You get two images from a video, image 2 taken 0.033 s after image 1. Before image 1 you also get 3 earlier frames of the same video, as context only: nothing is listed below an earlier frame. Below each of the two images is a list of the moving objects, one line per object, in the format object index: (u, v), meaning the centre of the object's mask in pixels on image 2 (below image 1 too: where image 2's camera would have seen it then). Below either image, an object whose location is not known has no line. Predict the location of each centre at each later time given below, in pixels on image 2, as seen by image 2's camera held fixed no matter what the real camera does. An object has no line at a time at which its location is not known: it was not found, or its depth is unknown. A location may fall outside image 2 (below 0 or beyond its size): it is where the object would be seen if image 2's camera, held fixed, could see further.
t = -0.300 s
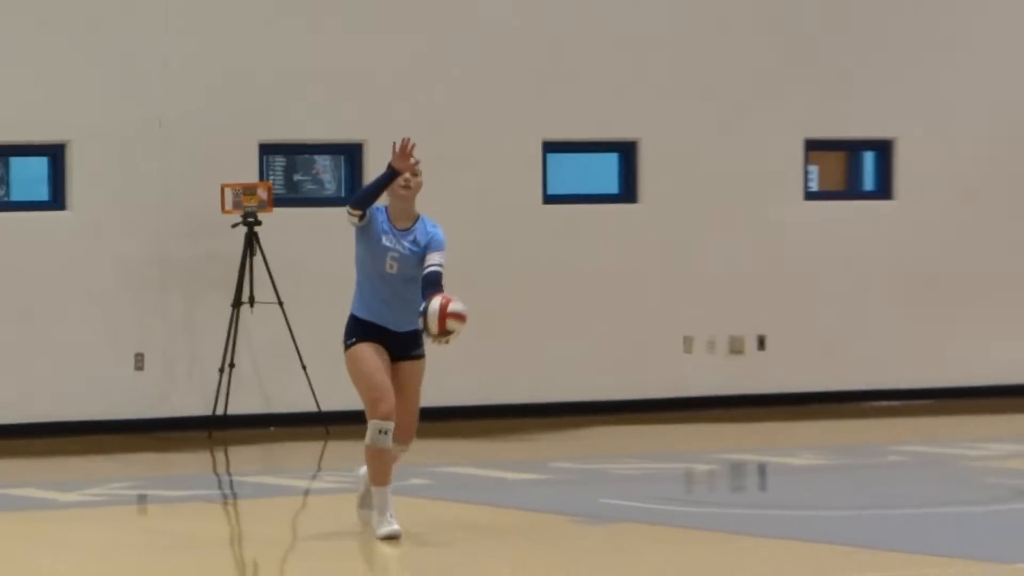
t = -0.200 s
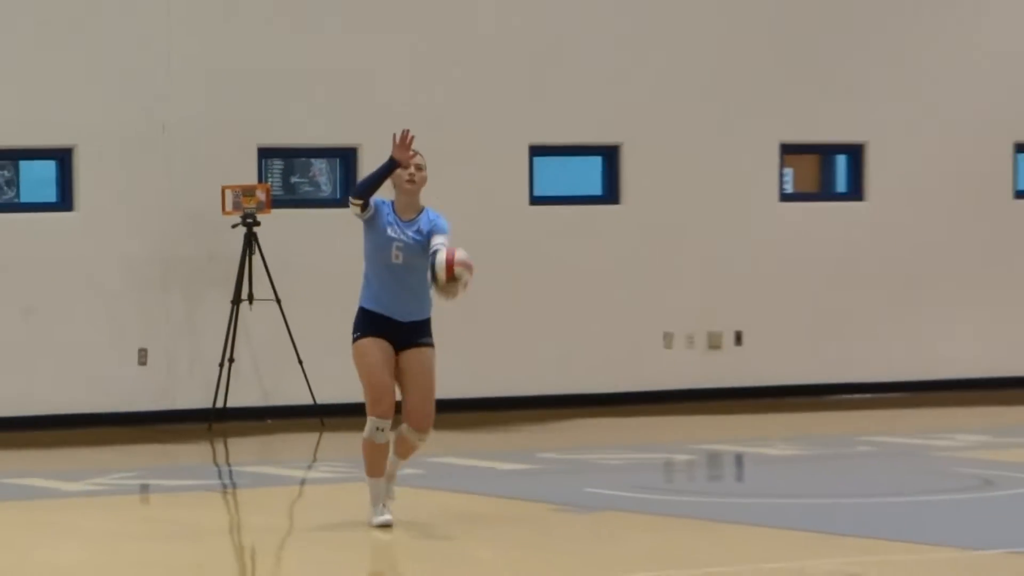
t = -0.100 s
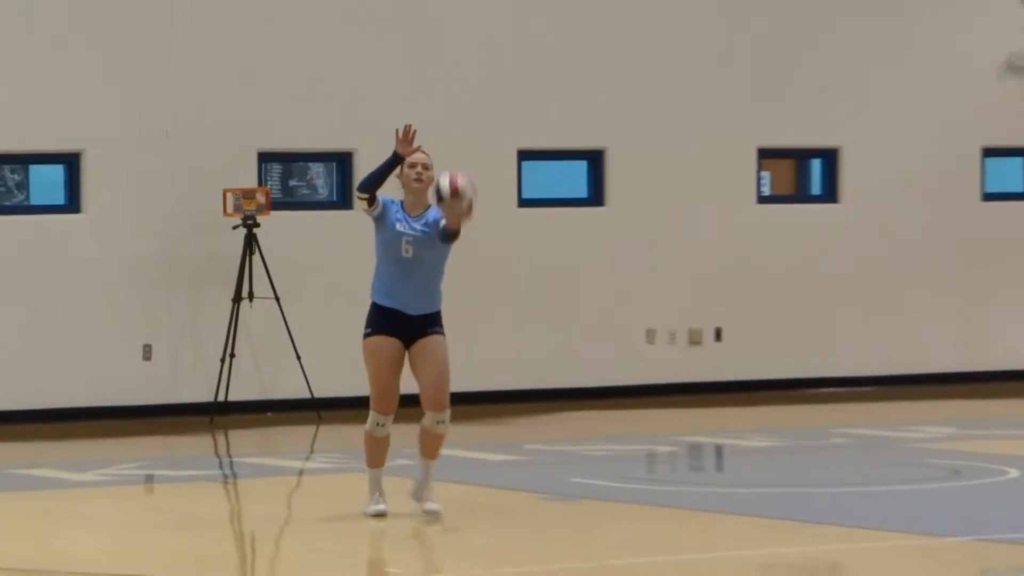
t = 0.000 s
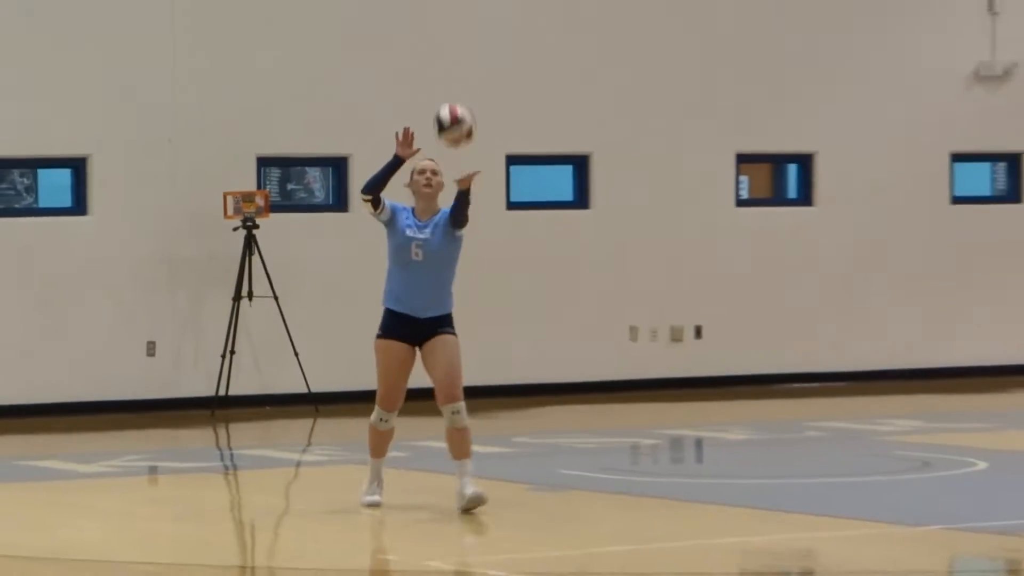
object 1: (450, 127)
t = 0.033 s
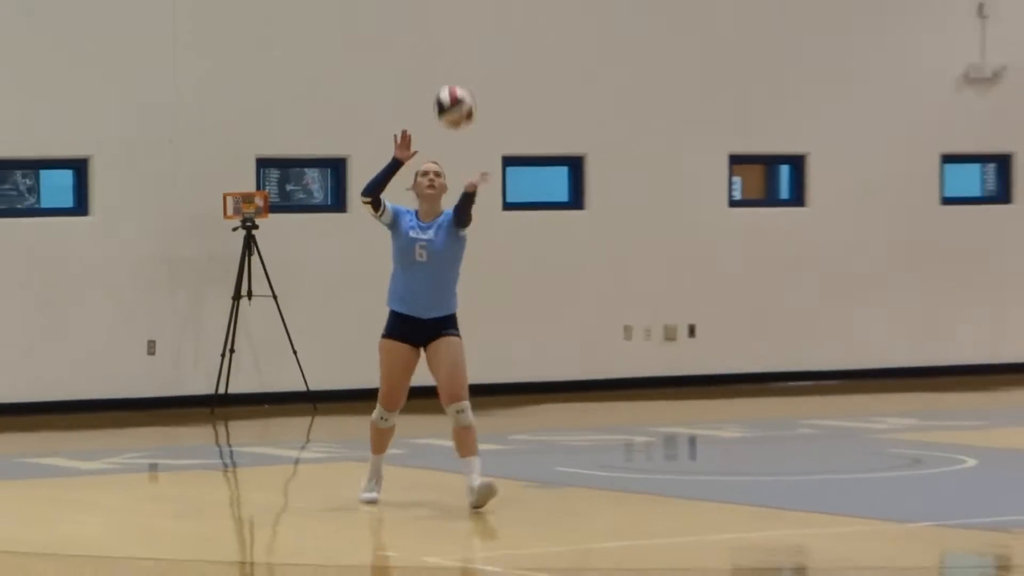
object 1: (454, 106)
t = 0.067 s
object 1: (458, 88)
